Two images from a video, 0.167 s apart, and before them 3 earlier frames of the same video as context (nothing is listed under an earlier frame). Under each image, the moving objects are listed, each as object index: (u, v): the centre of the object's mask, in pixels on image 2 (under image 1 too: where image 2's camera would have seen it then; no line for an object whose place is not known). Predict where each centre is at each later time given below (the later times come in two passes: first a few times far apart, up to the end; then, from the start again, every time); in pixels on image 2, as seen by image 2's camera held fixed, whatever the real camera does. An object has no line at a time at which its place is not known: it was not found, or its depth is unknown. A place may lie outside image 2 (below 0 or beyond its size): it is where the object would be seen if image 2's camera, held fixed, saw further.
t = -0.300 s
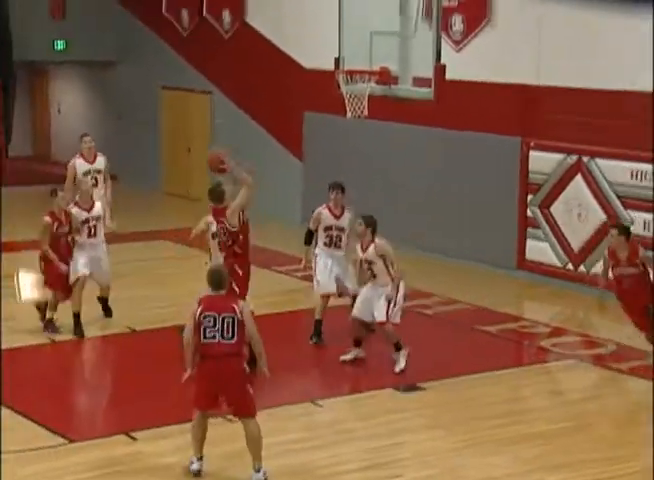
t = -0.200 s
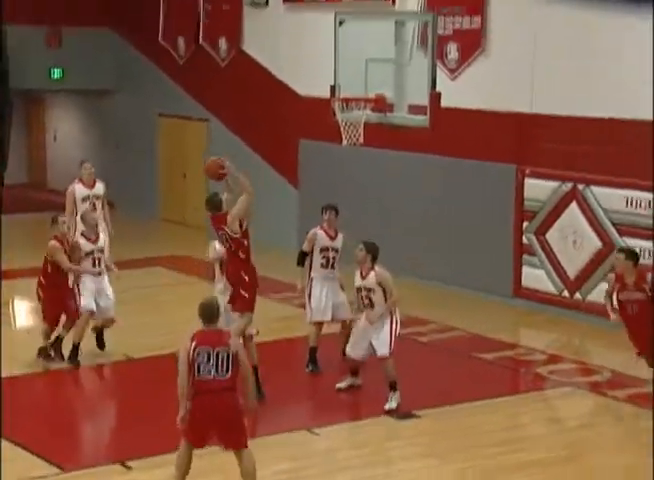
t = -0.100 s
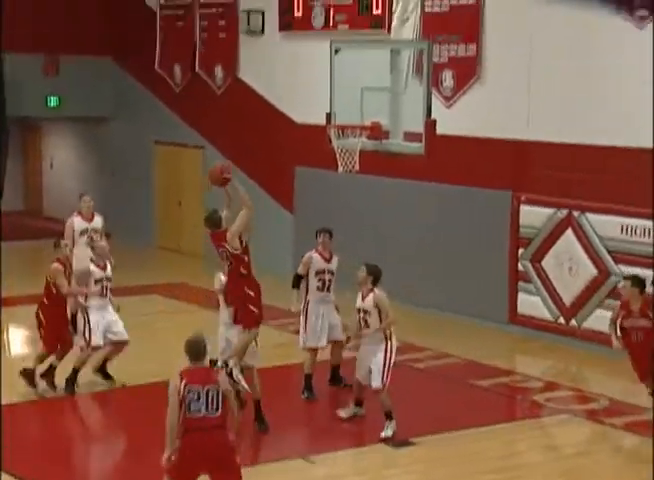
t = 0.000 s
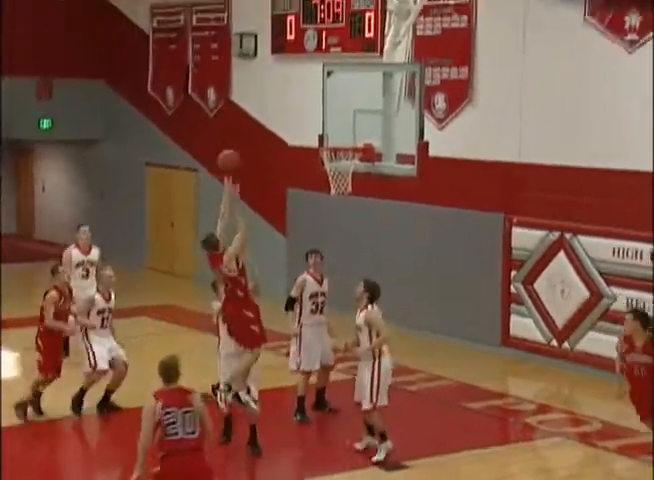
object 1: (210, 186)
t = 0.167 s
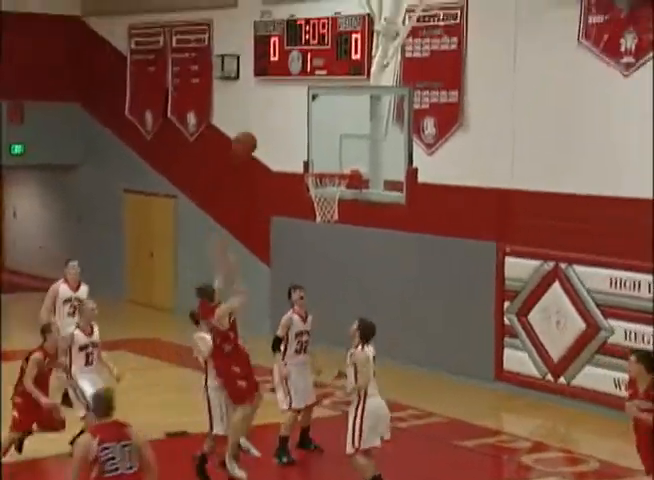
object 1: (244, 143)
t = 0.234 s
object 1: (258, 133)
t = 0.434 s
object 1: (295, 131)
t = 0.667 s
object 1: (329, 165)
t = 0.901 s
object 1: (319, 141)
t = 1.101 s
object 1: (314, 146)
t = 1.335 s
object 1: (312, 154)
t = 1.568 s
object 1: (319, 163)
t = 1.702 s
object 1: (328, 170)
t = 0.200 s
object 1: (251, 137)
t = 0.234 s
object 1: (258, 133)
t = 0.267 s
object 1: (265, 130)
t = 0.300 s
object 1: (271, 128)
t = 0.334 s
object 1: (277, 128)
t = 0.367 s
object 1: (283, 128)
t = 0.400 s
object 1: (289, 129)
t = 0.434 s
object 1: (295, 131)
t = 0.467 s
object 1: (301, 134)
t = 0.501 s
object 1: (307, 139)
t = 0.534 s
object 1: (313, 145)
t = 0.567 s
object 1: (319, 151)
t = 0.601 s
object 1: (324, 157)
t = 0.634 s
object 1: (330, 164)
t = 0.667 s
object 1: (329, 165)
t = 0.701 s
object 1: (326, 166)
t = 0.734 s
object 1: (323, 166)
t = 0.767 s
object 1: (323, 159)
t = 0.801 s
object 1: (321, 153)
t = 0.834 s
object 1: (320, 148)
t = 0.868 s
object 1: (320, 144)
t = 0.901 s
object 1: (319, 141)
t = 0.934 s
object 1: (318, 139)
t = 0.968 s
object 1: (317, 138)
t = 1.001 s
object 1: (317, 139)
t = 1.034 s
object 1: (316, 140)
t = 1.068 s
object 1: (315, 142)
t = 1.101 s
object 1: (314, 146)
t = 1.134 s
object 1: (313, 150)
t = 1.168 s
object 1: (312, 155)
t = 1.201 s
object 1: (311, 161)
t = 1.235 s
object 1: (311, 159)
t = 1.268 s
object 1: (311, 156)
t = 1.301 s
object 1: (312, 154)
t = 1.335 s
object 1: (312, 154)
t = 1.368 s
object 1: (313, 154)
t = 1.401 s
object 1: (313, 155)
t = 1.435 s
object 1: (313, 158)
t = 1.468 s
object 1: (314, 161)
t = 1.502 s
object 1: (314, 163)
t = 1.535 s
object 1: (318, 163)
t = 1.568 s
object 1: (319, 163)
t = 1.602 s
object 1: (322, 164)
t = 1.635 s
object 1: (324, 165)
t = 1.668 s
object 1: (326, 167)
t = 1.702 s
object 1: (328, 170)
